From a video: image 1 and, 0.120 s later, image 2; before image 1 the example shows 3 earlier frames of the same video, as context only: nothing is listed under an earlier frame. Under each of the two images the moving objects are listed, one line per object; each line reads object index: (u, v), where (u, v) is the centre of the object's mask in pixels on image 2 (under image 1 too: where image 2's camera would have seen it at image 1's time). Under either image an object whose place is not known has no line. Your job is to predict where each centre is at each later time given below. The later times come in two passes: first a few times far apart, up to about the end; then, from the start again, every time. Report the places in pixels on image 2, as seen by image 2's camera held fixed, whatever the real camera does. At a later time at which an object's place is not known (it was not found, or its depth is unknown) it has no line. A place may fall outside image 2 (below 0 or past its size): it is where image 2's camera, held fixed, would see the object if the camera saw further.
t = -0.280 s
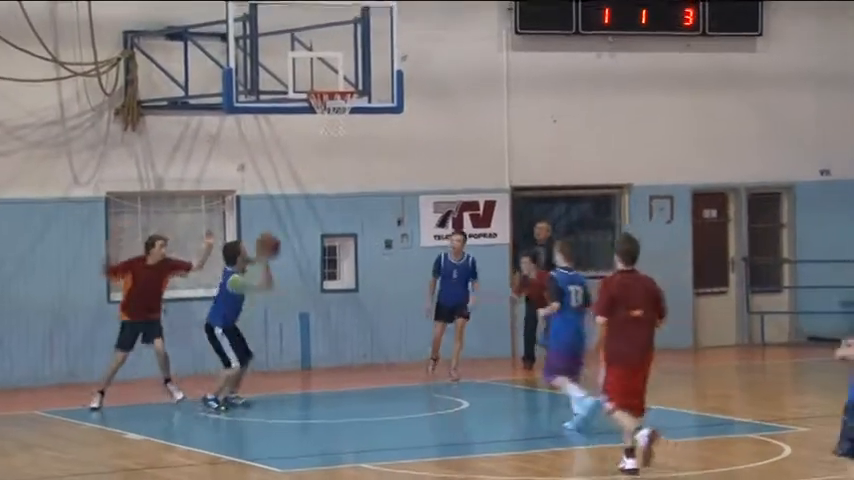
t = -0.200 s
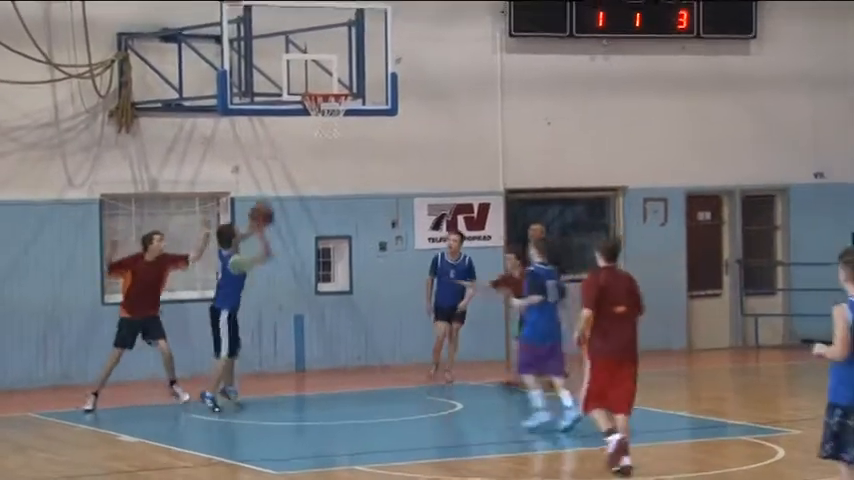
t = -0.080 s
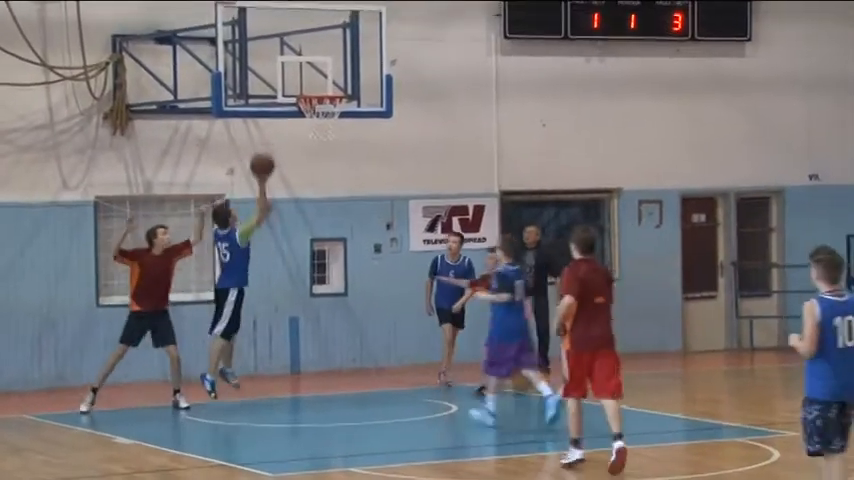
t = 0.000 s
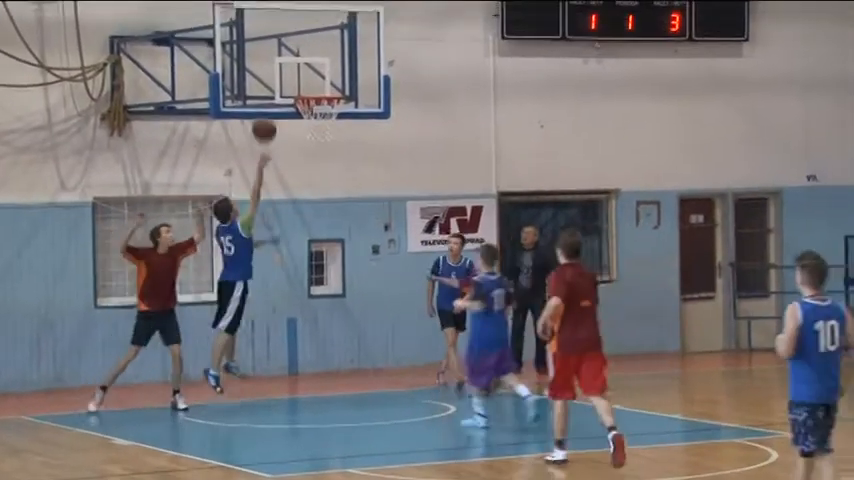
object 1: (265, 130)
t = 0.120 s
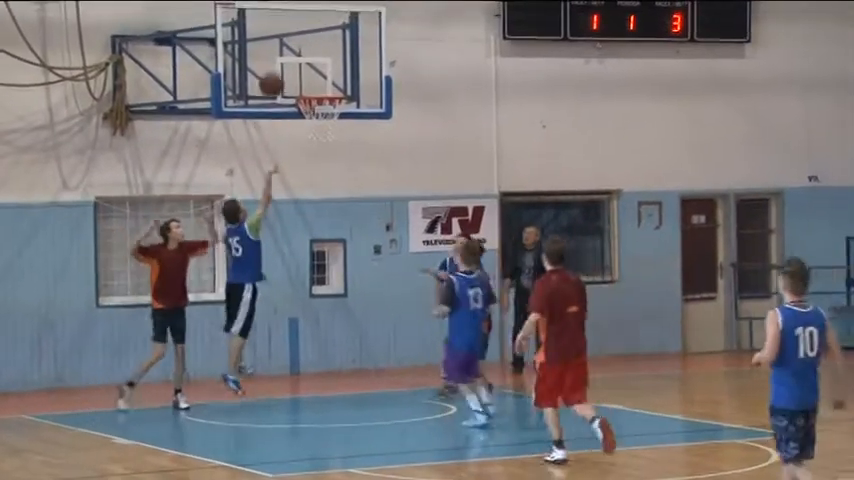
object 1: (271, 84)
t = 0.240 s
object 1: (281, 65)
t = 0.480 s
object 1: (309, 87)
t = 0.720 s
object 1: (330, 140)
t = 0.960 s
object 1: (342, 211)
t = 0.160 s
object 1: (273, 72)
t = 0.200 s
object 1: (277, 67)
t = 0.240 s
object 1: (281, 65)
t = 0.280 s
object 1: (285, 65)
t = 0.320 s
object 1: (290, 66)
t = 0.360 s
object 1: (295, 69)
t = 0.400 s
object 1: (300, 74)
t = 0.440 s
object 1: (304, 80)
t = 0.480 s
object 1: (309, 87)
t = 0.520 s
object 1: (315, 93)
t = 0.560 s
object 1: (318, 99)
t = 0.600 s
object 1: (321, 110)
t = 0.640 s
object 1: (326, 118)
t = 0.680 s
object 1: (329, 126)
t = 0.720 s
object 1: (330, 140)
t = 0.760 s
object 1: (332, 144)
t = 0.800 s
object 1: (334, 154)
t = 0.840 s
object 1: (336, 165)
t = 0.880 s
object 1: (338, 179)
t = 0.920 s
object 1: (340, 194)
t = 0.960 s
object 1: (342, 211)
